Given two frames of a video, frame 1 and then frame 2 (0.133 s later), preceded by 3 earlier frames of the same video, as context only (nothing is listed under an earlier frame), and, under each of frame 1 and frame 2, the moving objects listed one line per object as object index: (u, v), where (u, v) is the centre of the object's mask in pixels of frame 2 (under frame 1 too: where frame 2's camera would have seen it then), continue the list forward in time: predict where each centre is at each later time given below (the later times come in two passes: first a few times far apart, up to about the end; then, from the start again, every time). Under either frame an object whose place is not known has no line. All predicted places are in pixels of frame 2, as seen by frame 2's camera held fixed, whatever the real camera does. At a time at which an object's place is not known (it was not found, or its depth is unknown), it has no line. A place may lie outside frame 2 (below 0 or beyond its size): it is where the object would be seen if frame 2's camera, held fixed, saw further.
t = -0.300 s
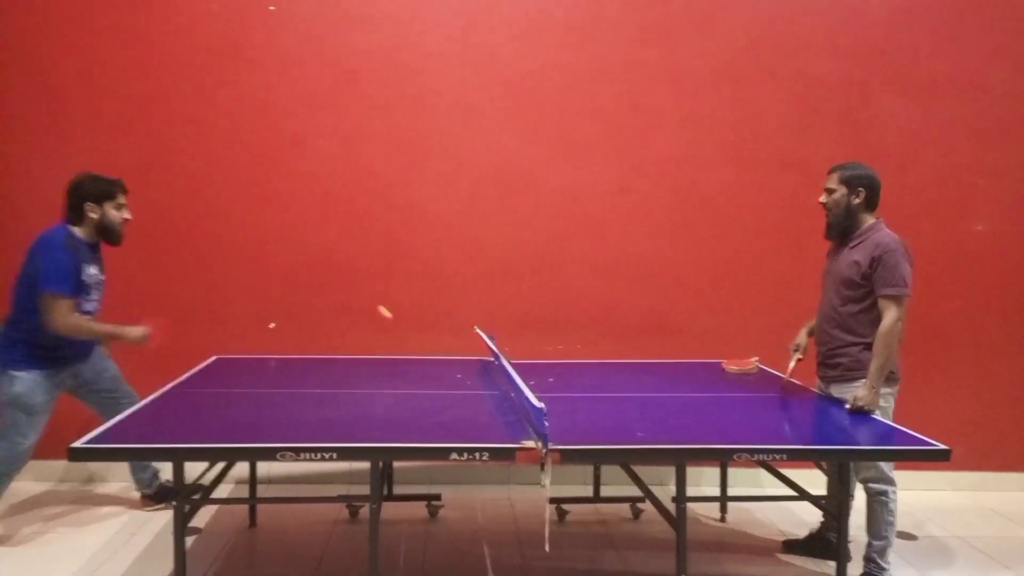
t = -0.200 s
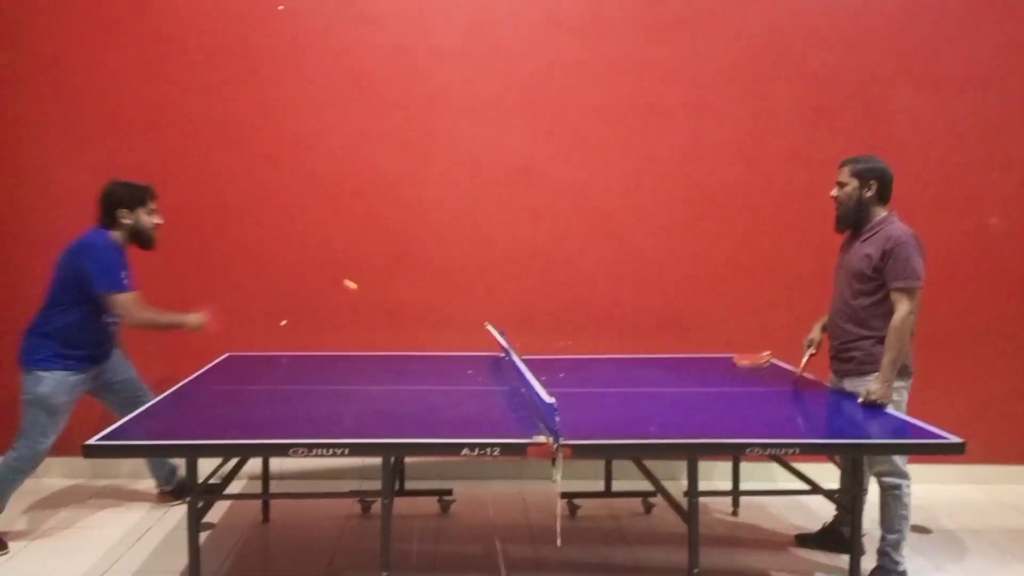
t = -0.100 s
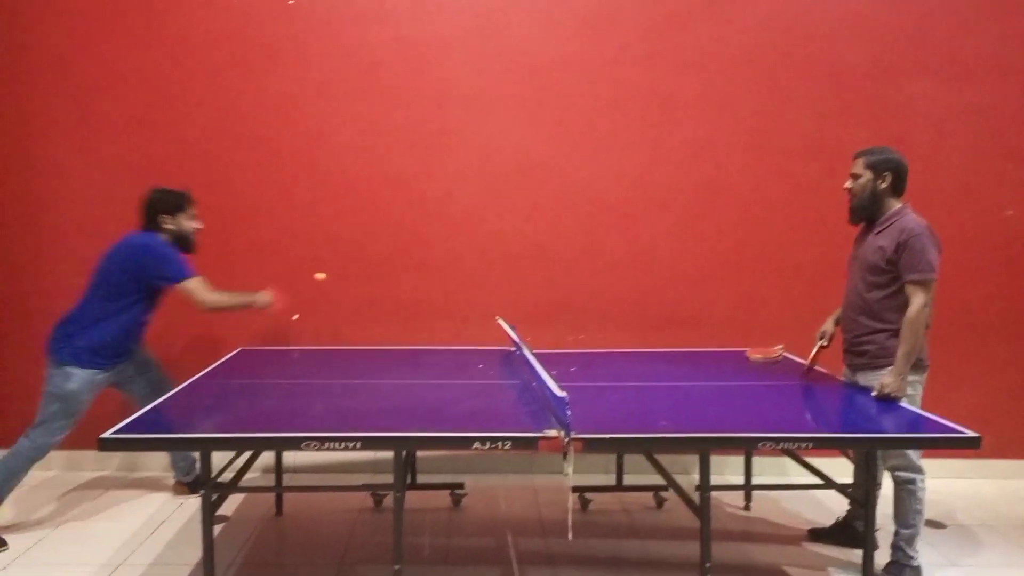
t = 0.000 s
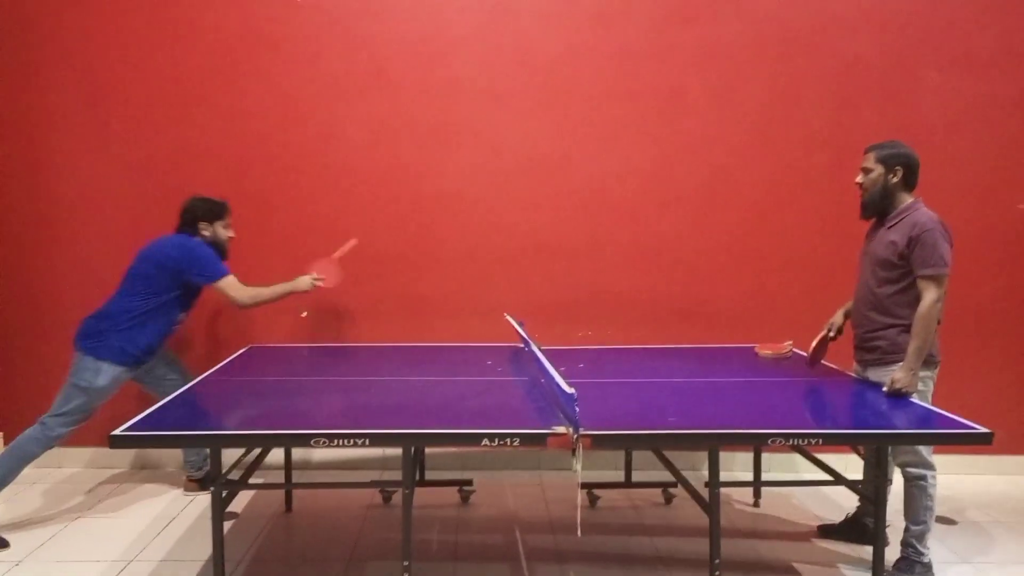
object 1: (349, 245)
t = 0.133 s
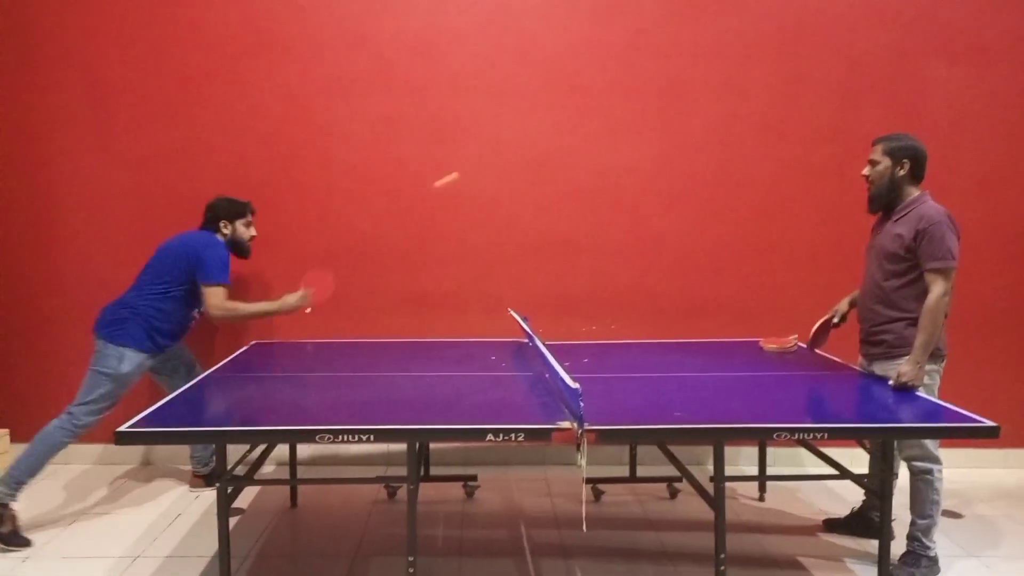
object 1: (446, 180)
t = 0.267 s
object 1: (547, 146)
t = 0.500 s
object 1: (728, 181)
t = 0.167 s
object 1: (471, 168)
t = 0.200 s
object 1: (496, 159)
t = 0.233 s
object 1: (520, 152)
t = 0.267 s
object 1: (547, 146)
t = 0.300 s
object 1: (573, 144)
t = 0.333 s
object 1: (599, 144)
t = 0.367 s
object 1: (624, 146)
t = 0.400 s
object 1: (650, 151)
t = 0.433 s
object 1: (676, 159)
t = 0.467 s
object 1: (702, 168)
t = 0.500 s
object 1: (728, 181)
